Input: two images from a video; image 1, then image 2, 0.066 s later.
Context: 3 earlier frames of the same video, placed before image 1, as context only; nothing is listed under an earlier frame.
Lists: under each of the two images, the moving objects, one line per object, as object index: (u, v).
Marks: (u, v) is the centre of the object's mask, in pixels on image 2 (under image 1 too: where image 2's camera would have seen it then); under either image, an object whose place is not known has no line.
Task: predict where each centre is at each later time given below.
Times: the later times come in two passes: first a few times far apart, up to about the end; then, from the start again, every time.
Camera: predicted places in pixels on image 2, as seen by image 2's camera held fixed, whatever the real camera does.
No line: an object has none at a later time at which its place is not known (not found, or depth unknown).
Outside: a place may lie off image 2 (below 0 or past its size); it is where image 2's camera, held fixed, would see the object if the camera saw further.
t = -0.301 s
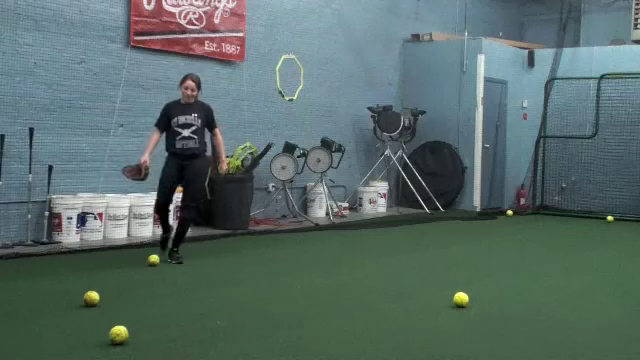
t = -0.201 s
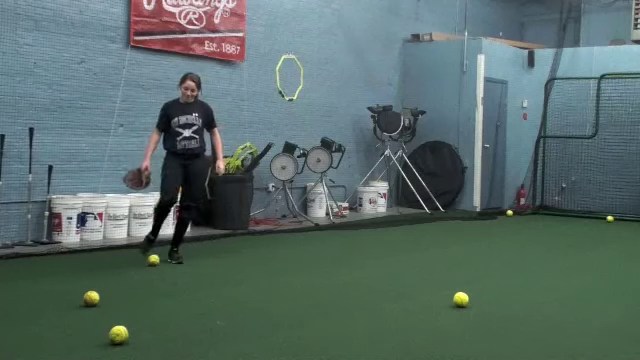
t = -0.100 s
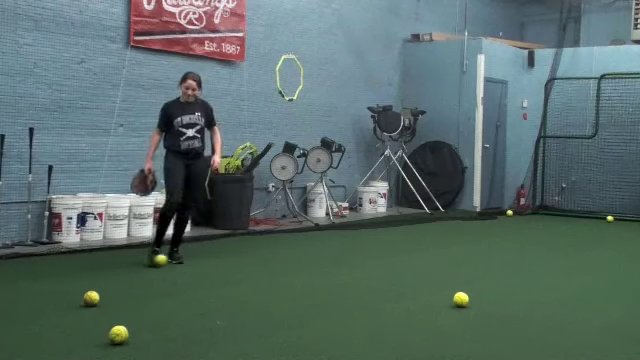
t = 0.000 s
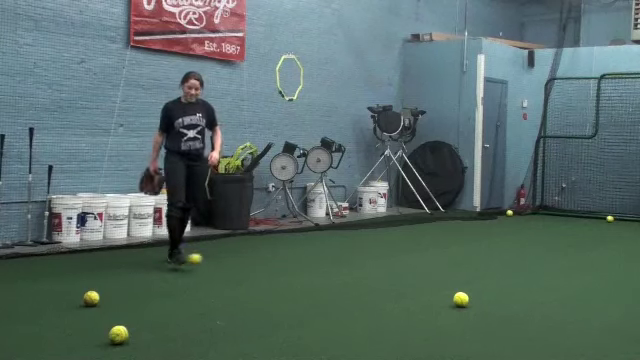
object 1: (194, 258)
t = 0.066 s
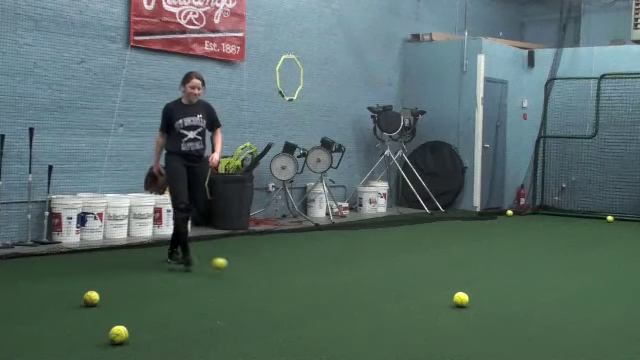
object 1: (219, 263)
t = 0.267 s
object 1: (282, 270)
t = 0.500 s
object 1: (350, 278)
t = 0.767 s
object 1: (432, 289)
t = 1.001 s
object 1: (508, 299)
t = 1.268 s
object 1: (600, 310)
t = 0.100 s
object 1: (232, 267)
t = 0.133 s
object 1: (245, 271)
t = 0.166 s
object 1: (254, 268)
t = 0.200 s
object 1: (264, 267)
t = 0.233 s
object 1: (273, 268)
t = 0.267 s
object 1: (282, 270)
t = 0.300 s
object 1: (292, 273)
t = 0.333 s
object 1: (302, 278)
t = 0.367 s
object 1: (312, 275)
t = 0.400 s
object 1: (321, 274)
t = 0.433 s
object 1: (331, 274)
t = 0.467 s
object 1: (341, 275)
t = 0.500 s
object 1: (350, 278)
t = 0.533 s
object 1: (360, 283)
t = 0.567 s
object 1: (371, 283)
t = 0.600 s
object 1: (380, 282)
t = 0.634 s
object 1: (391, 283)
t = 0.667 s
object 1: (401, 287)
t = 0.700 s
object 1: (411, 288)
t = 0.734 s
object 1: (422, 288)
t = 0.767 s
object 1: (432, 289)
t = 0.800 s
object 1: (442, 292)
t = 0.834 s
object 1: (452, 291)
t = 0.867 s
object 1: (465, 291)
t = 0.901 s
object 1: (475, 296)
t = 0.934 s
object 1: (486, 297)
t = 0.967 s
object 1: (497, 299)
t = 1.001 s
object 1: (508, 299)
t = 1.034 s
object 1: (519, 300)
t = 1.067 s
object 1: (530, 302)
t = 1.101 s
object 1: (541, 303)
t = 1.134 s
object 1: (553, 305)
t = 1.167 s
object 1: (564, 306)
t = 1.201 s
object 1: (576, 308)
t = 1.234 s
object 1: (588, 309)
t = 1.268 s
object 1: (600, 310)
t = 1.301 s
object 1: (611, 311)
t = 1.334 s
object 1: (623, 313)
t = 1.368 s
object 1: (633, 313)
